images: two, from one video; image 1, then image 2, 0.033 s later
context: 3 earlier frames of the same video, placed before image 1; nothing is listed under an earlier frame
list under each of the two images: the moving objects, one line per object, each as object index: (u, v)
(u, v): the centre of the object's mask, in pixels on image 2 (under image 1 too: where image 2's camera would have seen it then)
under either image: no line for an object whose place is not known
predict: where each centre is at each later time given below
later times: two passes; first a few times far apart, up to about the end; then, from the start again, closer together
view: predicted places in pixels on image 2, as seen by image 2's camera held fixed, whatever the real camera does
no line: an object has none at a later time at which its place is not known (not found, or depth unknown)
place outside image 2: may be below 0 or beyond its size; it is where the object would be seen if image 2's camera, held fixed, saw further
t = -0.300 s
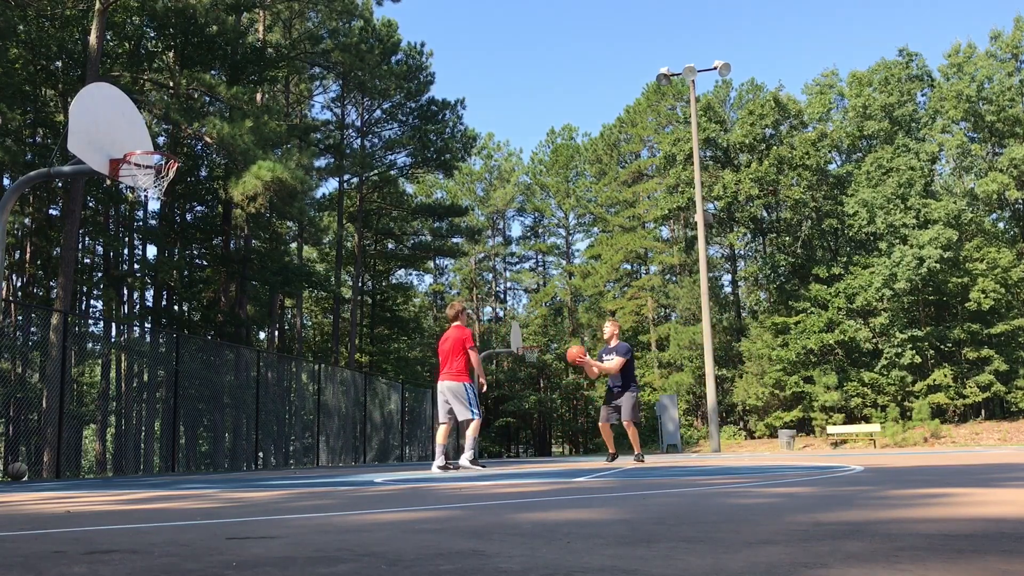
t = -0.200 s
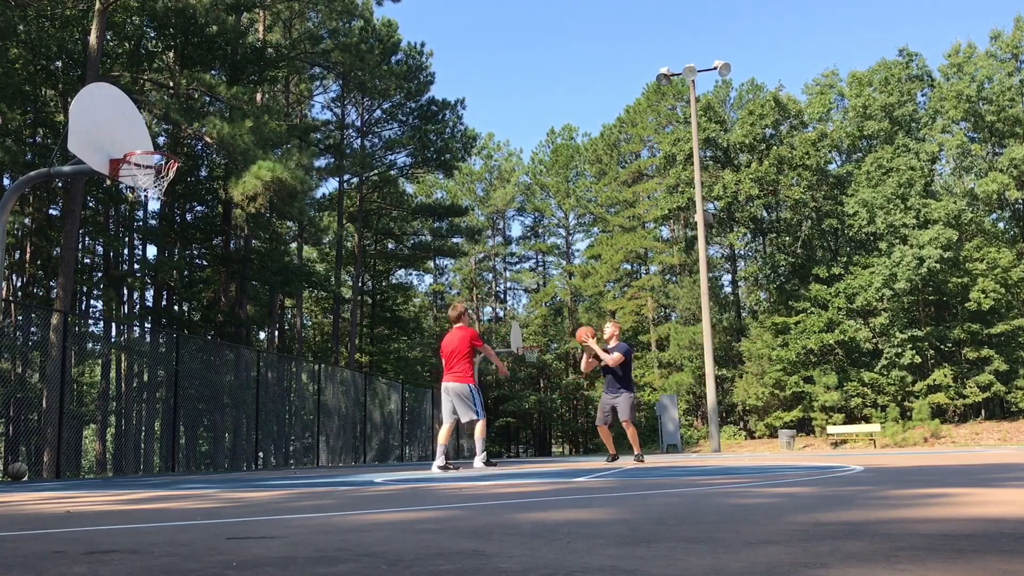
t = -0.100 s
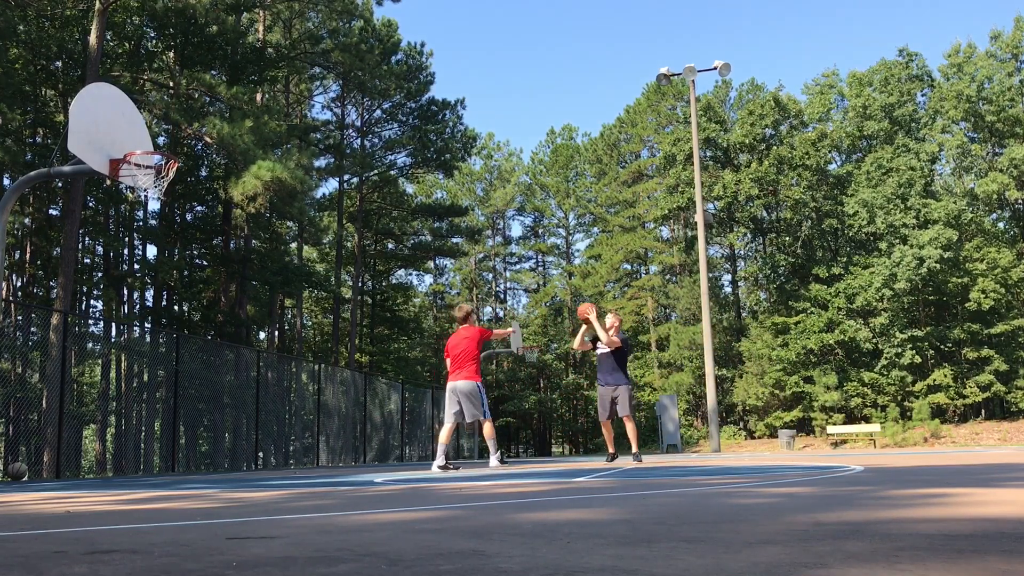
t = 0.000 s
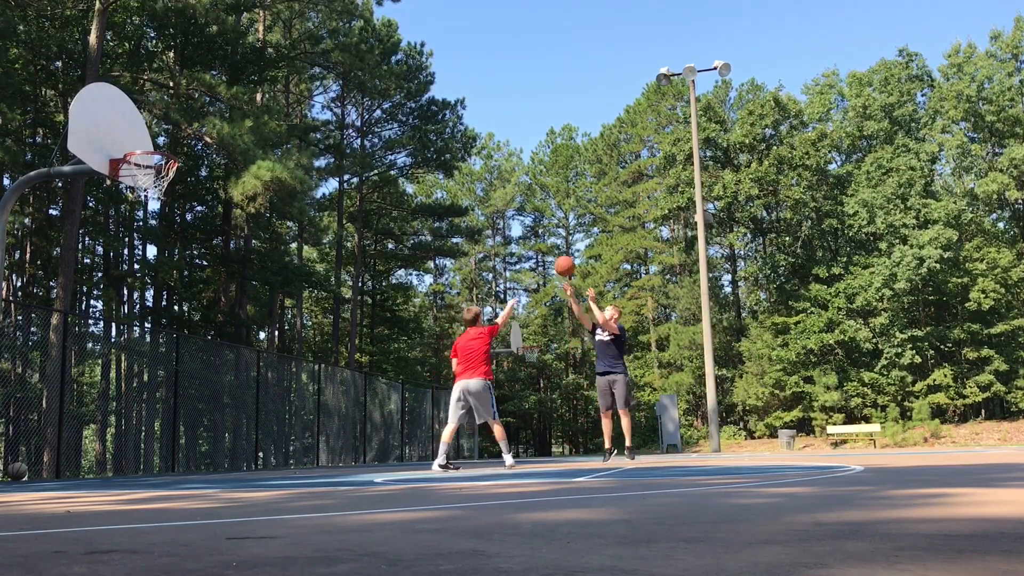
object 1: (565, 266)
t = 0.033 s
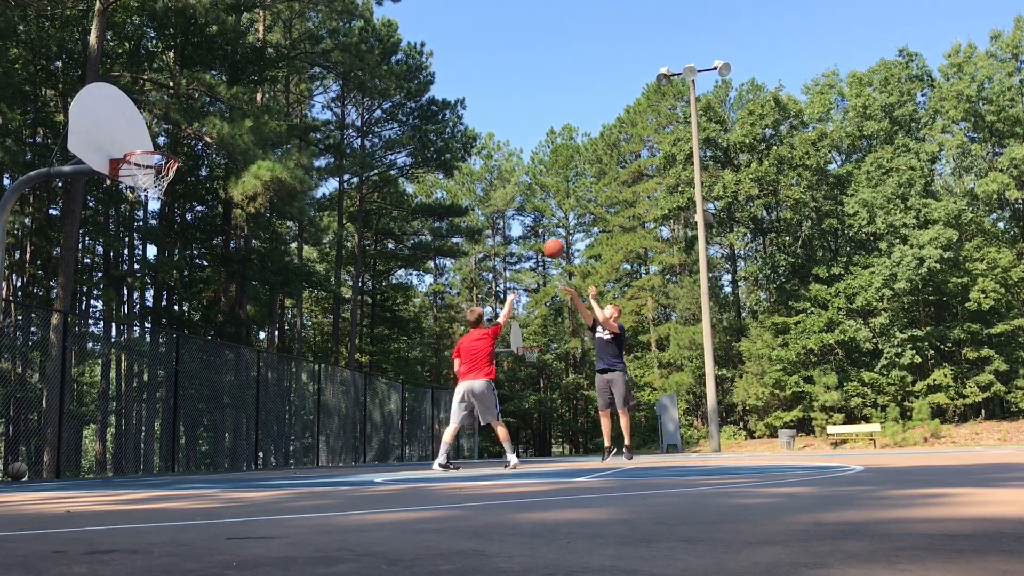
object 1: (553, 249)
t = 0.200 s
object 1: (498, 175)
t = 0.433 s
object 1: (418, 105)
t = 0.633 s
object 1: (347, 77)
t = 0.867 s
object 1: (256, 89)
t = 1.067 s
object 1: (171, 142)
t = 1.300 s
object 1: (131, 185)
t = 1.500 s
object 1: (130, 232)
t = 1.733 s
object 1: (125, 347)
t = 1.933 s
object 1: (127, 450)
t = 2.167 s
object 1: (181, 330)
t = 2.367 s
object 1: (225, 282)
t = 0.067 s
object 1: (543, 232)
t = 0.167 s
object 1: (509, 188)
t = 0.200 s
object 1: (498, 175)
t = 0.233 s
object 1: (487, 163)
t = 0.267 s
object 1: (475, 151)
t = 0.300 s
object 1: (464, 140)
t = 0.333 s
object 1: (453, 130)
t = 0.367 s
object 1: (441, 121)
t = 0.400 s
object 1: (431, 111)
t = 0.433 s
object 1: (418, 105)
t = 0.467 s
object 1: (407, 98)
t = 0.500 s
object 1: (395, 91)
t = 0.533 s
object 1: (383, 87)
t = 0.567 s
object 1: (371, 83)
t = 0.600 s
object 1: (359, 80)
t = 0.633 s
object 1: (347, 77)
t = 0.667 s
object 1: (334, 76)
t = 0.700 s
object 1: (321, 76)
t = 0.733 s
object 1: (309, 77)
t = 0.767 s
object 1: (296, 78)
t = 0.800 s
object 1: (283, 81)
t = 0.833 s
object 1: (270, 84)
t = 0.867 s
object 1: (256, 89)
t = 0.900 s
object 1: (243, 95)
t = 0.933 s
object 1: (229, 102)
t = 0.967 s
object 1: (214, 109)
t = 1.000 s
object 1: (200, 120)
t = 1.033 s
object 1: (185, 131)
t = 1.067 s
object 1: (171, 142)
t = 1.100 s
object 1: (156, 157)
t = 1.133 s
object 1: (141, 169)
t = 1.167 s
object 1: (130, 178)
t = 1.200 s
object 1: (131, 180)
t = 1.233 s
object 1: (130, 180)
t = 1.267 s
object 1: (131, 182)
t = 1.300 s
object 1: (131, 185)
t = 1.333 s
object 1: (131, 190)
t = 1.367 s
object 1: (130, 196)
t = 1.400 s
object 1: (130, 202)
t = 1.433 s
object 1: (130, 212)
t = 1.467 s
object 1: (130, 220)
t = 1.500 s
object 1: (130, 232)
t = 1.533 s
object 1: (129, 243)
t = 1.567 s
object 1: (129, 258)
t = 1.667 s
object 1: (127, 308)
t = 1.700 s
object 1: (125, 327)
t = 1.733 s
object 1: (125, 347)
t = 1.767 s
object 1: (123, 371)
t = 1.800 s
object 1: (122, 395)
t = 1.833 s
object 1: (121, 421)
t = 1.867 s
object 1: (119, 450)
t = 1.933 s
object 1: (127, 450)
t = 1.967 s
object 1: (136, 429)
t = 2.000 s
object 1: (142, 409)
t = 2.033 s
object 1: (151, 390)
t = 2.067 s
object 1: (158, 374)
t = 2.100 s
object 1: (166, 358)
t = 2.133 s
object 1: (173, 344)
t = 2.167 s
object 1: (181, 330)
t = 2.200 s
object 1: (188, 320)
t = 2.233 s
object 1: (196, 309)
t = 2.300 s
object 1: (210, 293)
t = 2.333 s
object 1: (218, 286)
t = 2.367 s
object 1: (225, 282)
